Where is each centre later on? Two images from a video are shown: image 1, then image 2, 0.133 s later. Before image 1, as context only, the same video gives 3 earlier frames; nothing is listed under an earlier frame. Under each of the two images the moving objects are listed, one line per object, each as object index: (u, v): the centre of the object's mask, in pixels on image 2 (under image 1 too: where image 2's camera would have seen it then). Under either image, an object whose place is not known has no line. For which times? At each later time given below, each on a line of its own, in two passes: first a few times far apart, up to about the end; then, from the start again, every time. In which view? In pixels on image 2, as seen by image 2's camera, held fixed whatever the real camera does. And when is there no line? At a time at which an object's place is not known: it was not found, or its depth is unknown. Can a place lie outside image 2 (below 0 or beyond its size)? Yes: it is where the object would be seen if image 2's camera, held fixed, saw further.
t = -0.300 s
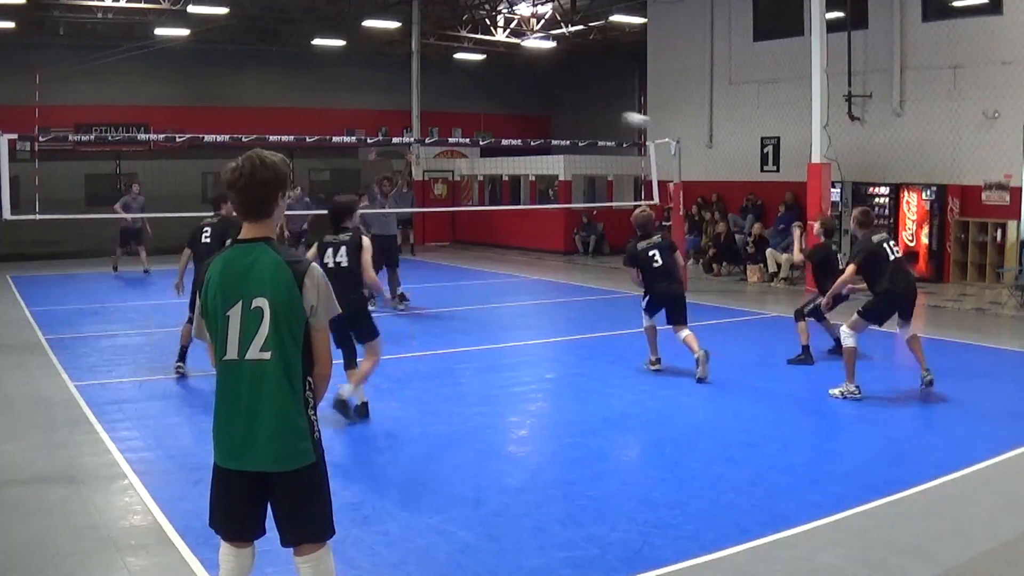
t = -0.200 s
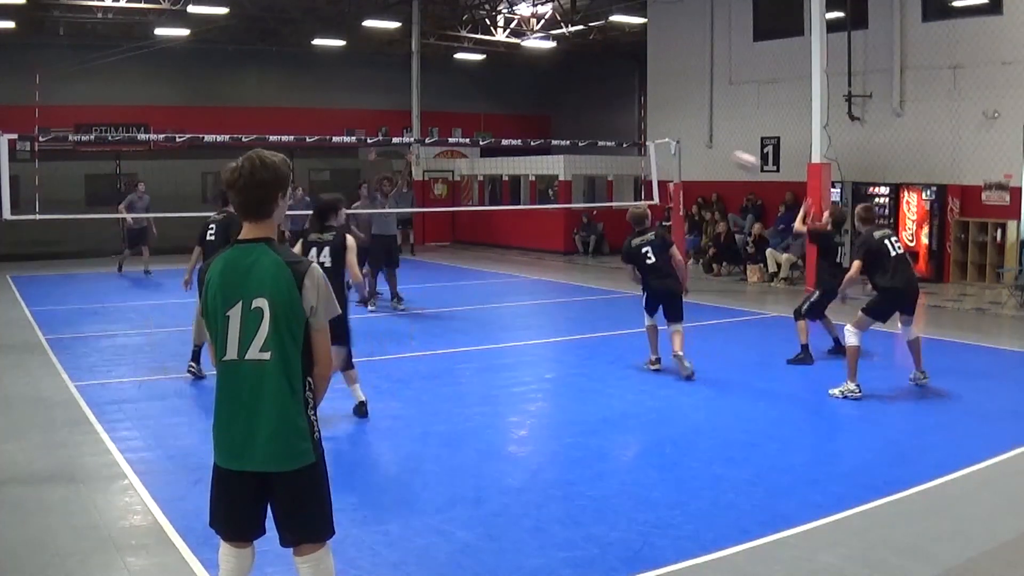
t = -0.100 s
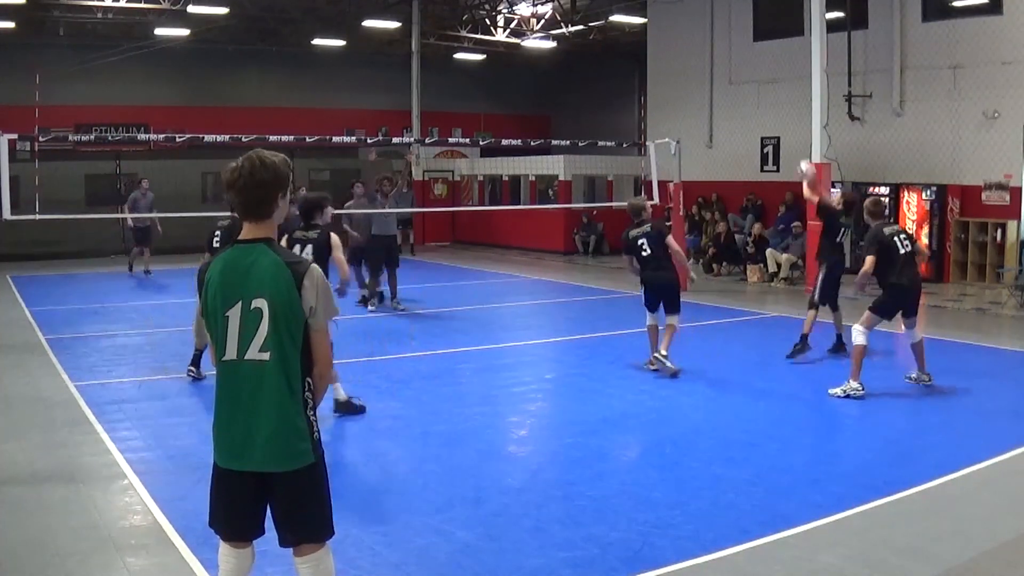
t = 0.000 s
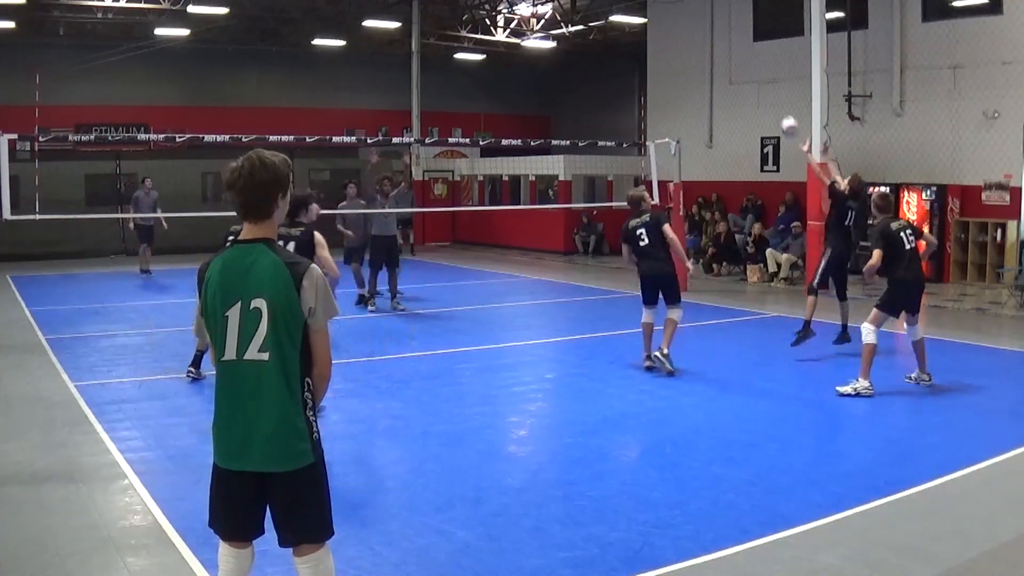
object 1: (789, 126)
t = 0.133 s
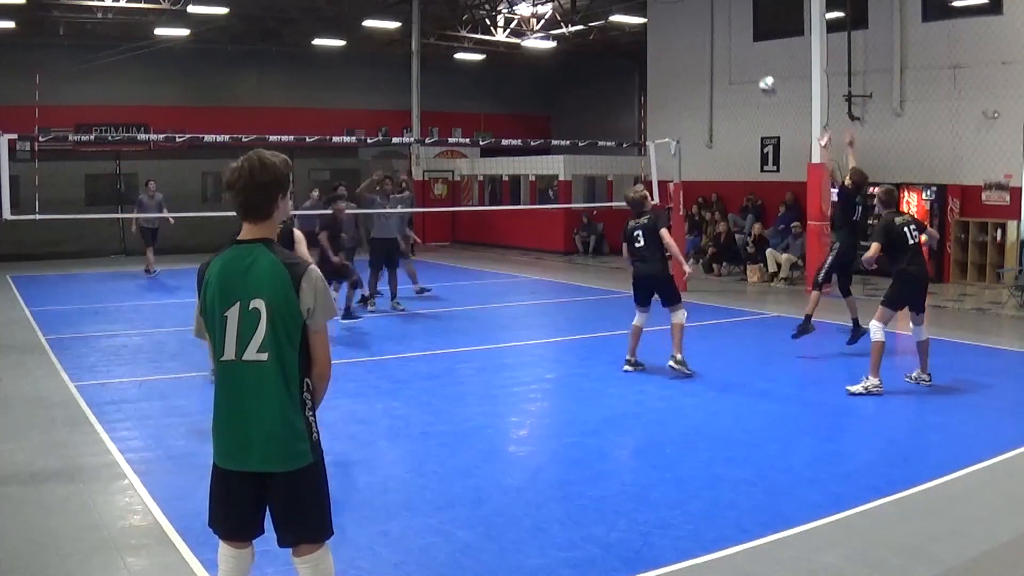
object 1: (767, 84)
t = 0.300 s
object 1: (742, 58)
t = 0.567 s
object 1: (705, 67)
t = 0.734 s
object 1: (685, 98)
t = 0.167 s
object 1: (762, 77)
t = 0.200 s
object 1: (757, 71)
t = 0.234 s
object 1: (752, 66)
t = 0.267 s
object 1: (747, 62)
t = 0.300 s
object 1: (742, 58)
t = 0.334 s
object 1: (737, 57)
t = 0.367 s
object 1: (733, 55)
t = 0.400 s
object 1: (728, 55)
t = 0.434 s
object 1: (723, 56)
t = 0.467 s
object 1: (717, 57)
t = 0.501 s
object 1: (714, 59)
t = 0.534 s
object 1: (710, 63)
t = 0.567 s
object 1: (705, 67)
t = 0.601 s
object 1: (701, 71)
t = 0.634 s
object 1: (697, 76)
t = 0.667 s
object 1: (693, 83)
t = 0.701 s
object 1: (688, 90)
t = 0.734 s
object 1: (685, 98)
